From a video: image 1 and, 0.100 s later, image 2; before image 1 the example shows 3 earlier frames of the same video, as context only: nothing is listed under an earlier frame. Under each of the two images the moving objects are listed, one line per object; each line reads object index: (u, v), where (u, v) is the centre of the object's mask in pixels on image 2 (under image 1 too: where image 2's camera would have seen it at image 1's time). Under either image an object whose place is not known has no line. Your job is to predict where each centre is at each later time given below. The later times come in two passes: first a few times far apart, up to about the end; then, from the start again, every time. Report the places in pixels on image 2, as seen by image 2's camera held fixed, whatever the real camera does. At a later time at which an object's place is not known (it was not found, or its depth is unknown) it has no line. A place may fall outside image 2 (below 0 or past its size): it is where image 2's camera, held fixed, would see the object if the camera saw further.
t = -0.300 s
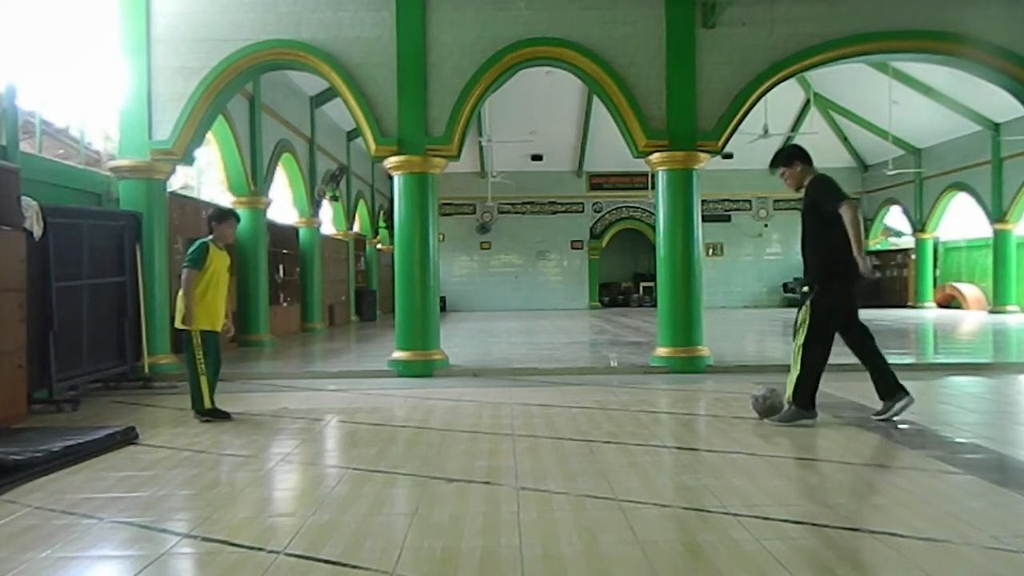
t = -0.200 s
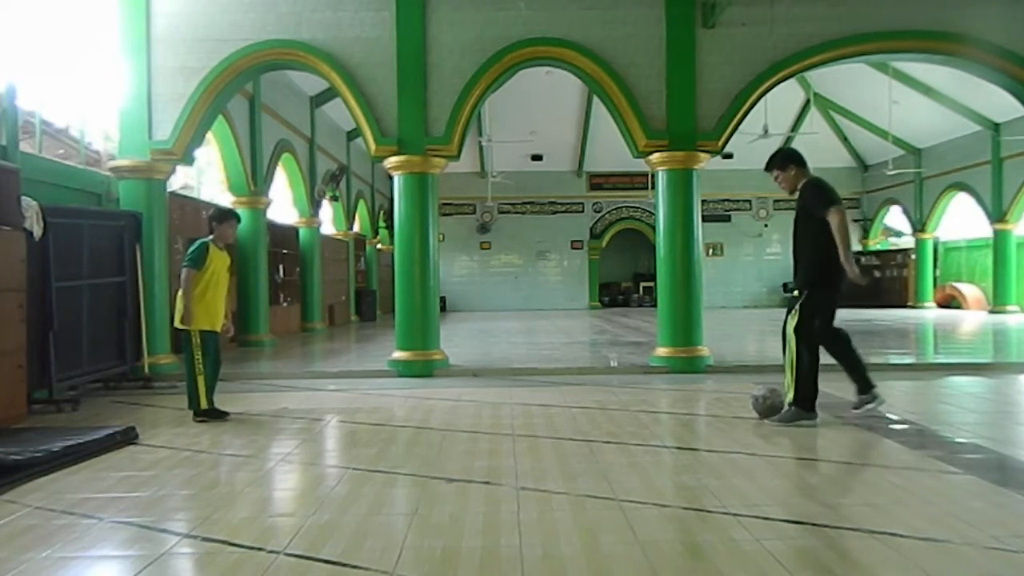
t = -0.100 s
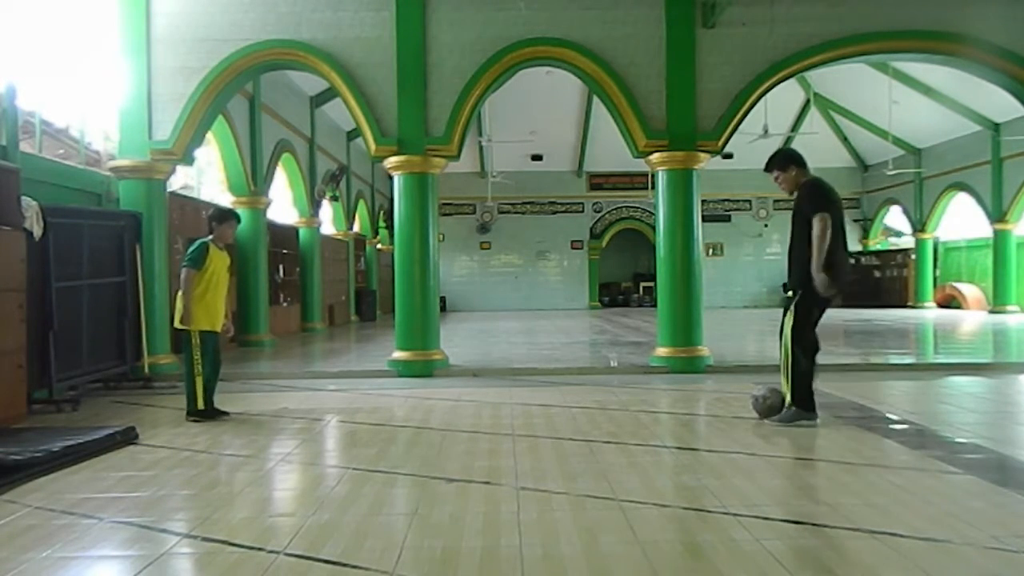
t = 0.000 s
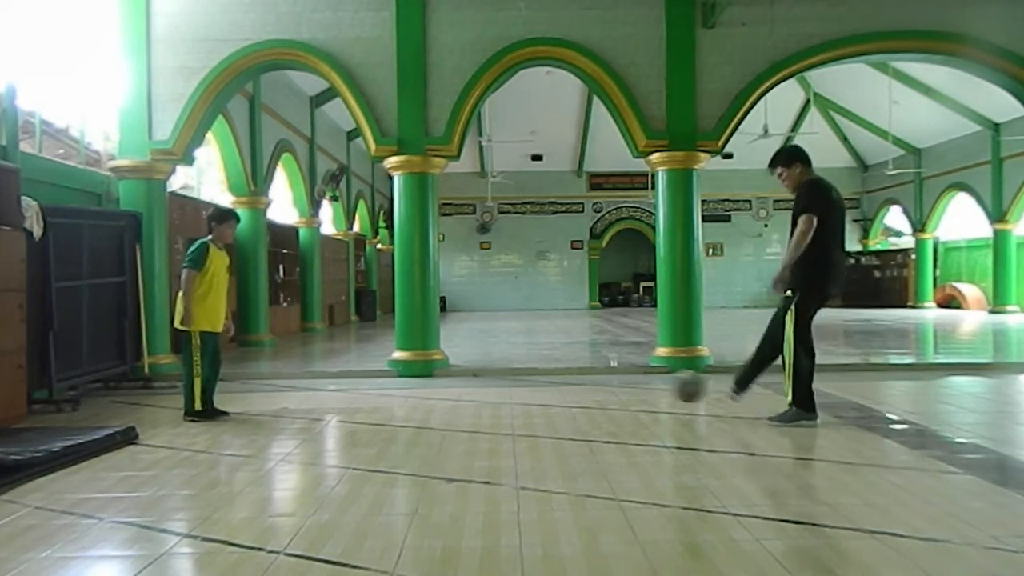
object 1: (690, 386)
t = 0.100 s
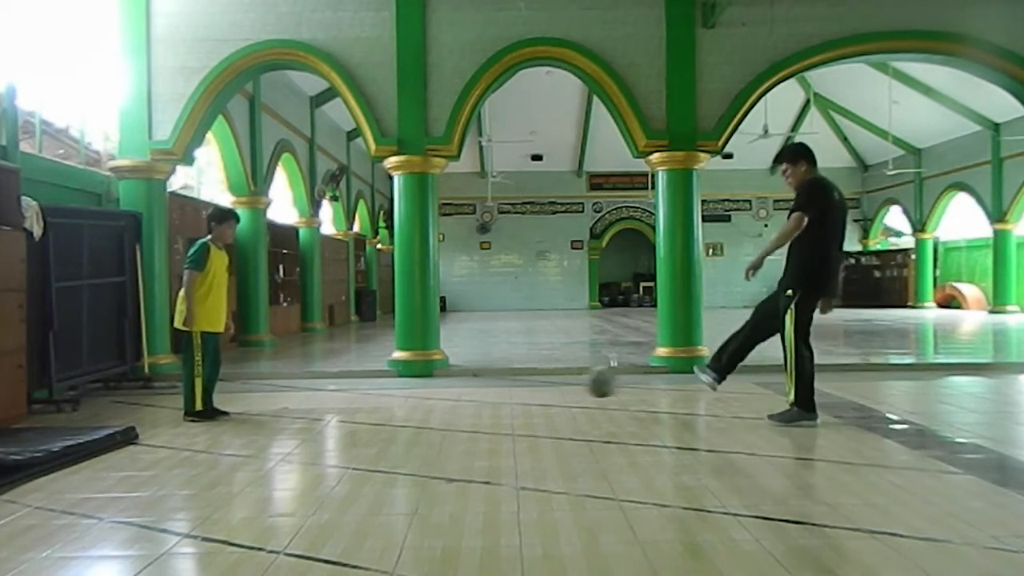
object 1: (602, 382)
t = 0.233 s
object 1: (491, 401)
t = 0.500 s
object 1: (367, 407)
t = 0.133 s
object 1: (573, 384)
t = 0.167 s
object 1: (545, 387)
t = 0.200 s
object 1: (518, 394)
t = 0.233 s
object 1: (491, 401)
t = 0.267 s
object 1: (467, 407)
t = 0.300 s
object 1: (452, 405)
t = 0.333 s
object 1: (437, 402)
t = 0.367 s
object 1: (422, 402)
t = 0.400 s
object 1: (408, 403)
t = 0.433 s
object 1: (394, 407)
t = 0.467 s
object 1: (380, 408)
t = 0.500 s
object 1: (367, 407)
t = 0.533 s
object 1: (352, 408)
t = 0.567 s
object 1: (339, 407)
